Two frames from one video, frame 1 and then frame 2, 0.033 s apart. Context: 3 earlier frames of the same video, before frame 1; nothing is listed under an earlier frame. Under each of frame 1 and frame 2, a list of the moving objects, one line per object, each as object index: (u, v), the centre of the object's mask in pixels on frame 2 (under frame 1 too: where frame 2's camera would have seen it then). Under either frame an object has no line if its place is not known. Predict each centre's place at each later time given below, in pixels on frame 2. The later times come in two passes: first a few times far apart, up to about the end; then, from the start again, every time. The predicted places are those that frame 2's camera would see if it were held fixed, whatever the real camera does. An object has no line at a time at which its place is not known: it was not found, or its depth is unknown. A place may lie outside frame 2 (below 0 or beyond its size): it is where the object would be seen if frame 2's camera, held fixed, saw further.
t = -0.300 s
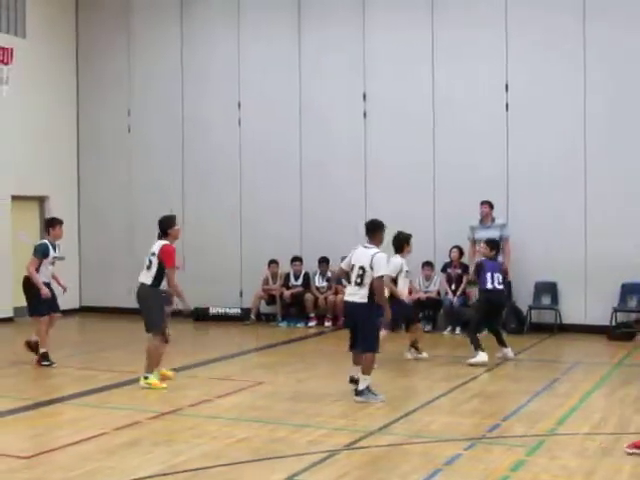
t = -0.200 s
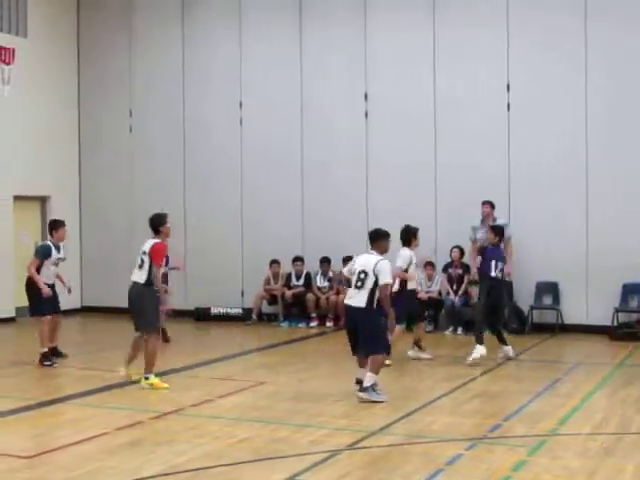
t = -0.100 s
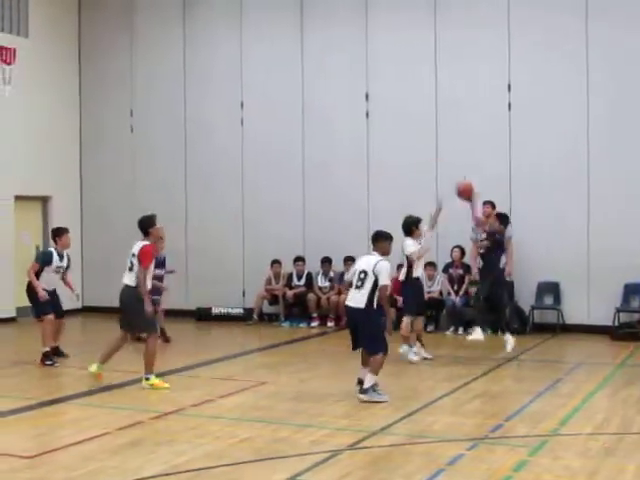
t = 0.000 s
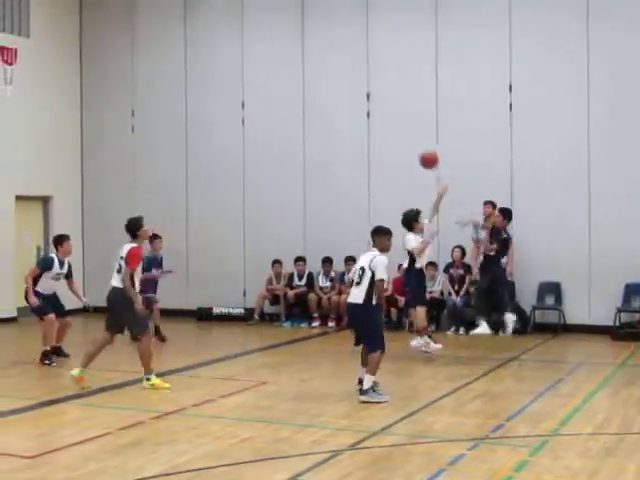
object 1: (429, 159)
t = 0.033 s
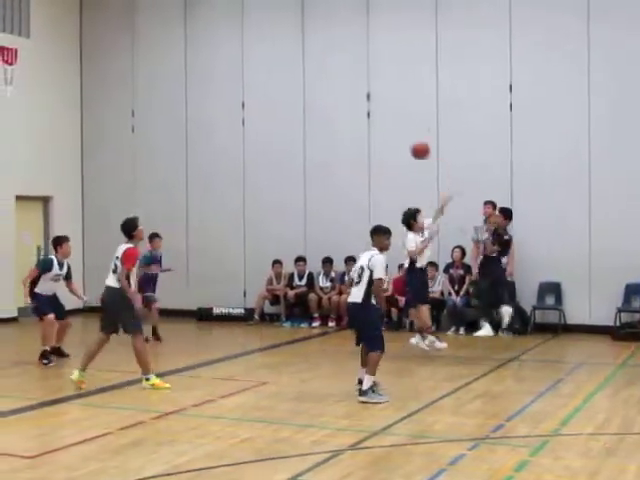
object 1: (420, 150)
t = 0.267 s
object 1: (358, 110)
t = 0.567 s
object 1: (278, 126)
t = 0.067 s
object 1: (411, 142)
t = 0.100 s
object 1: (403, 134)
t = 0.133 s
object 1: (394, 127)
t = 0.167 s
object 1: (384, 122)
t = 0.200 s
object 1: (375, 117)
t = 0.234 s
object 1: (366, 113)
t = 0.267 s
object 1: (358, 110)
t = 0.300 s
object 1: (348, 108)
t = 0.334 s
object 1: (340, 108)
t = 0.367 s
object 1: (331, 108)
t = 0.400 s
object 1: (323, 109)
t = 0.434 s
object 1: (314, 110)
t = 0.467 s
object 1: (305, 113)
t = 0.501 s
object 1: (296, 116)
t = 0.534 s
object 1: (287, 120)
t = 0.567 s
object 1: (278, 126)
